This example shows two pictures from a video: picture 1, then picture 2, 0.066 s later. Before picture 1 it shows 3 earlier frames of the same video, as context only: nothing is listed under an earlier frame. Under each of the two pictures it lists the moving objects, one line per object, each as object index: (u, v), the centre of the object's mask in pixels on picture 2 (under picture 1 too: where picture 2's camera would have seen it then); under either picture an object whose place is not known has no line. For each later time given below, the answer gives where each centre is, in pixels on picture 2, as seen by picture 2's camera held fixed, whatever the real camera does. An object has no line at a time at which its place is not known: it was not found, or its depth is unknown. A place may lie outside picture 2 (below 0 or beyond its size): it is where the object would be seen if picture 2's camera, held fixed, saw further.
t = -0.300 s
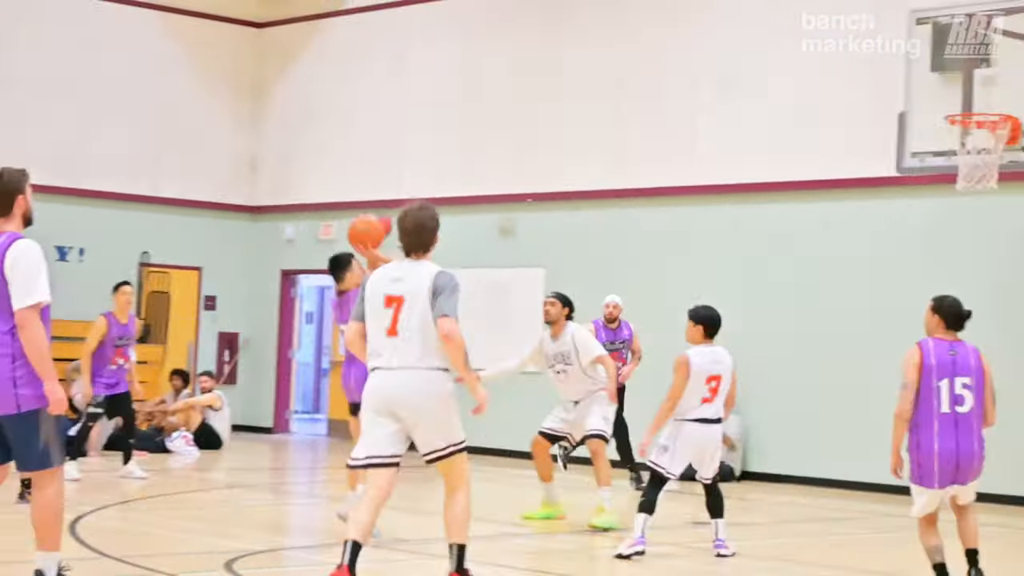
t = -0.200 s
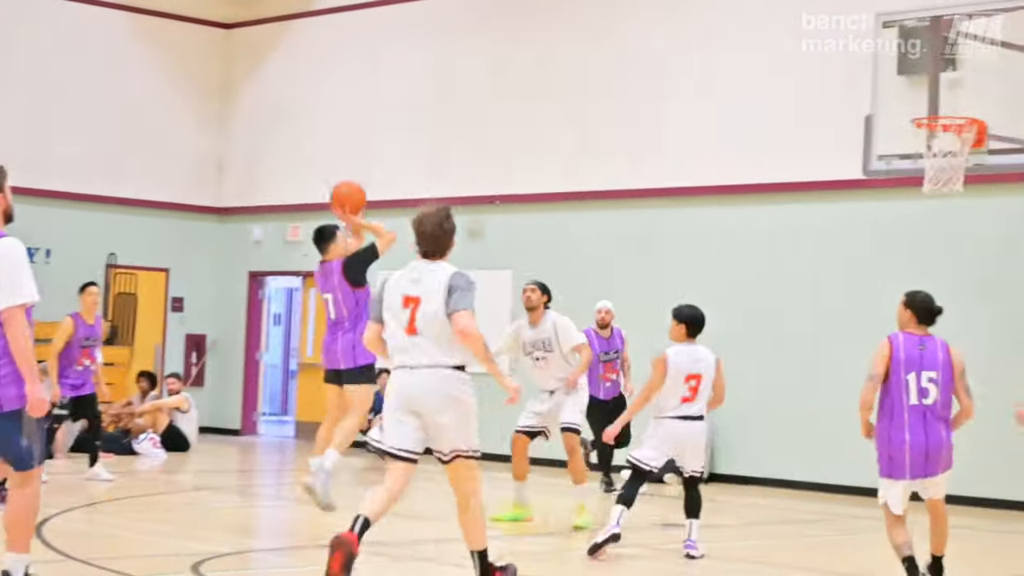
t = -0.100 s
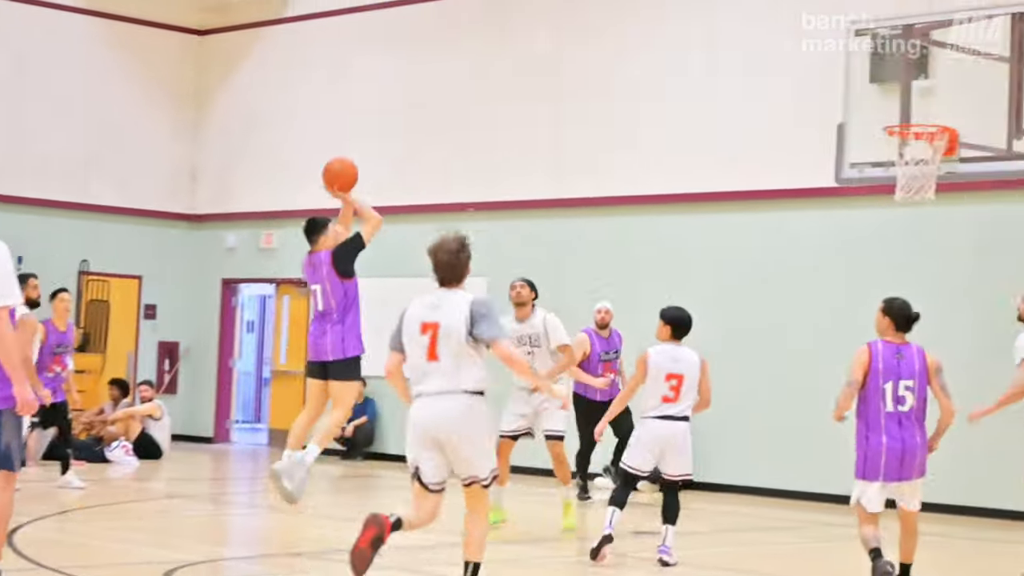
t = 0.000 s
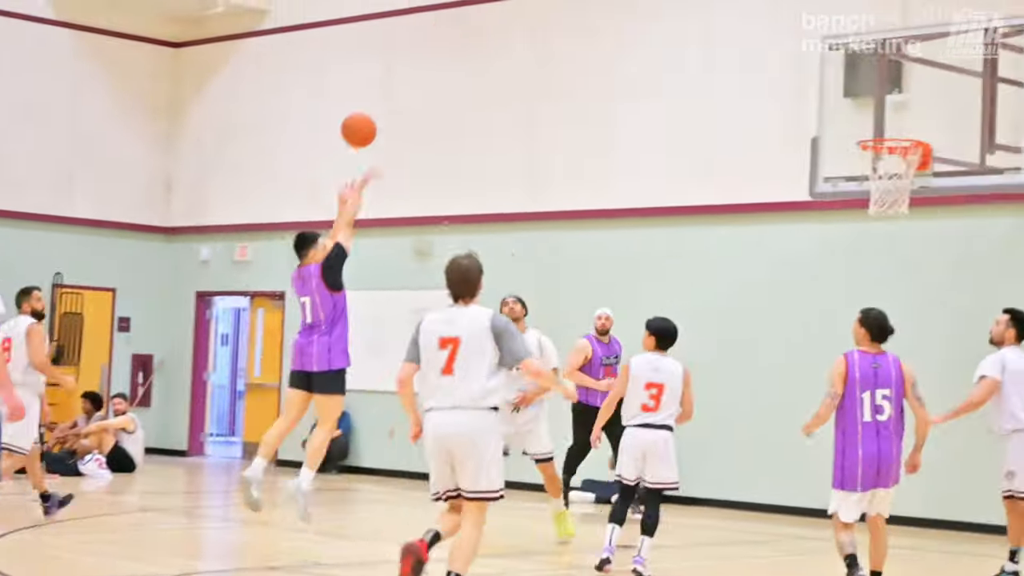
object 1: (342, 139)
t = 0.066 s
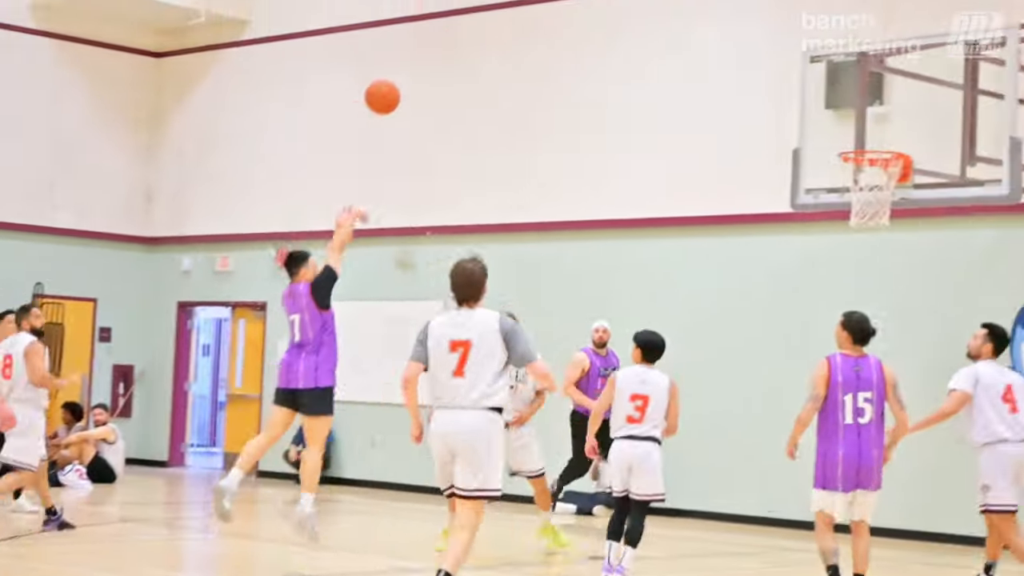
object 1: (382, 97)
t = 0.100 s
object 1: (402, 78)
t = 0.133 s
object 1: (421, 61)
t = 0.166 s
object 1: (442, 46)
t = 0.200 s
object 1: (463, 32)
